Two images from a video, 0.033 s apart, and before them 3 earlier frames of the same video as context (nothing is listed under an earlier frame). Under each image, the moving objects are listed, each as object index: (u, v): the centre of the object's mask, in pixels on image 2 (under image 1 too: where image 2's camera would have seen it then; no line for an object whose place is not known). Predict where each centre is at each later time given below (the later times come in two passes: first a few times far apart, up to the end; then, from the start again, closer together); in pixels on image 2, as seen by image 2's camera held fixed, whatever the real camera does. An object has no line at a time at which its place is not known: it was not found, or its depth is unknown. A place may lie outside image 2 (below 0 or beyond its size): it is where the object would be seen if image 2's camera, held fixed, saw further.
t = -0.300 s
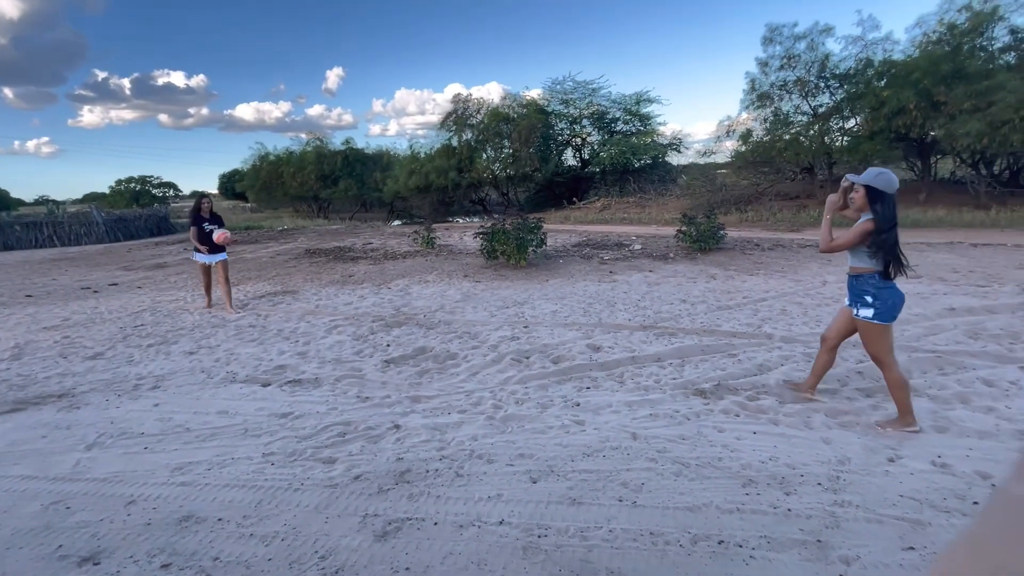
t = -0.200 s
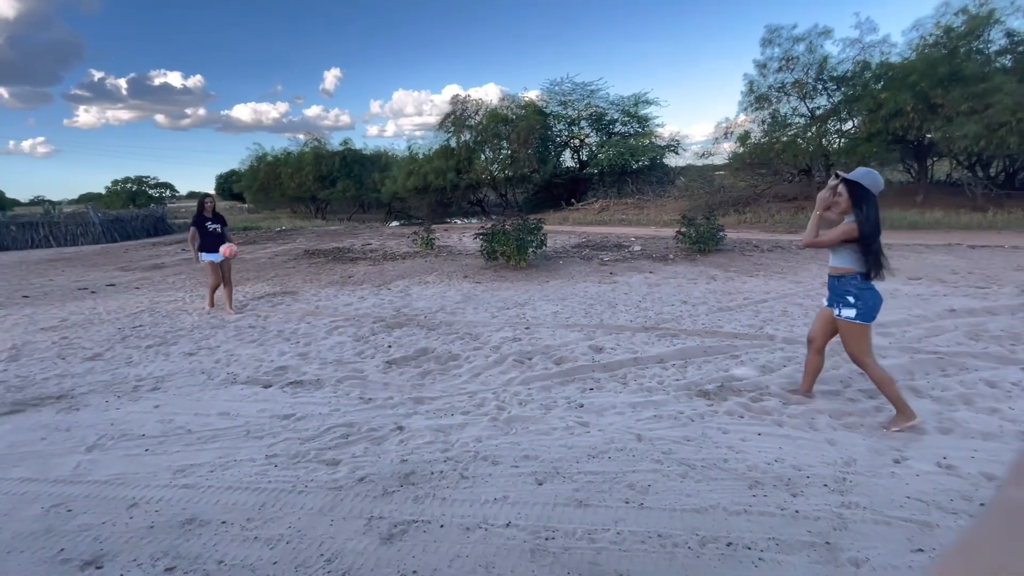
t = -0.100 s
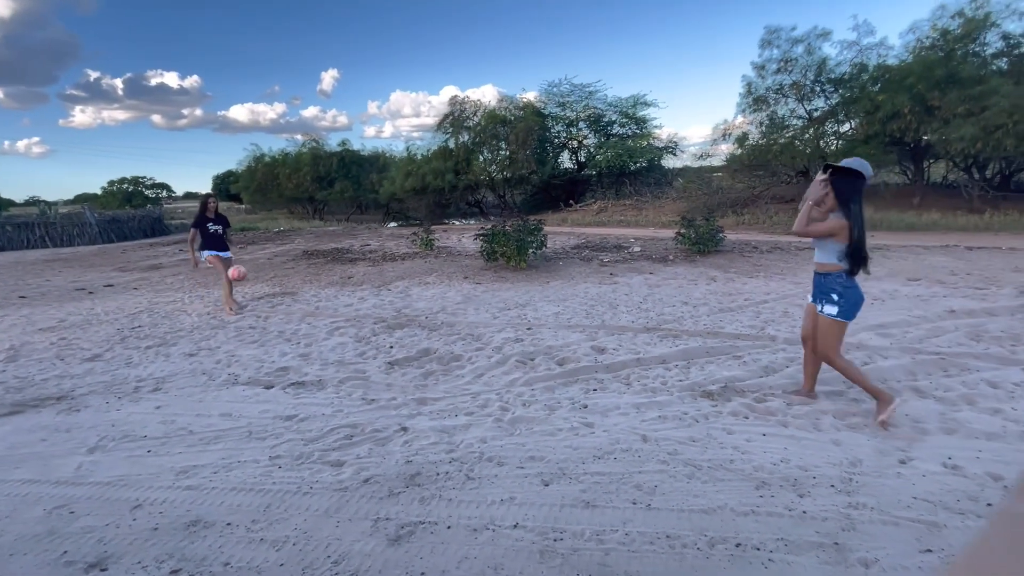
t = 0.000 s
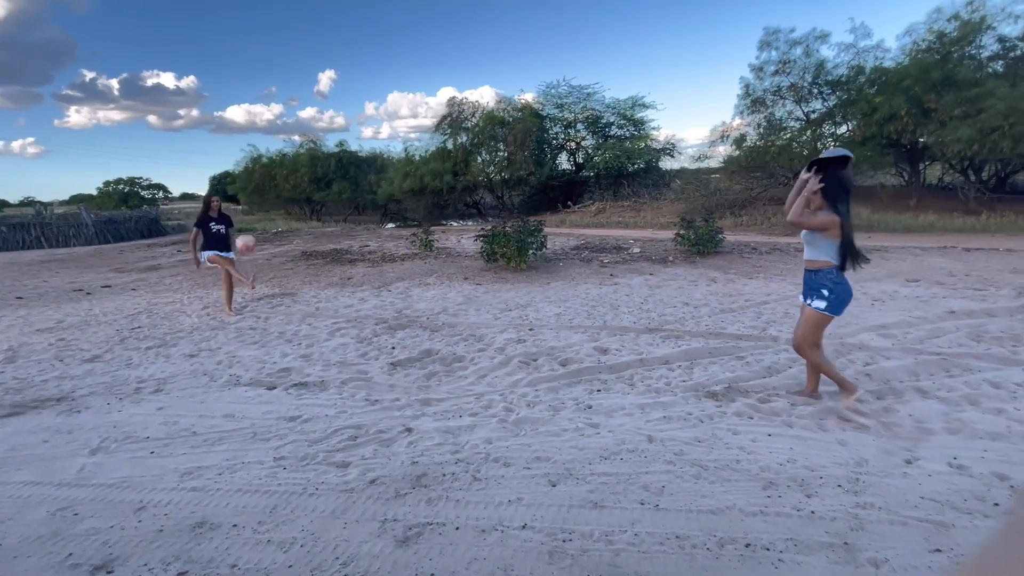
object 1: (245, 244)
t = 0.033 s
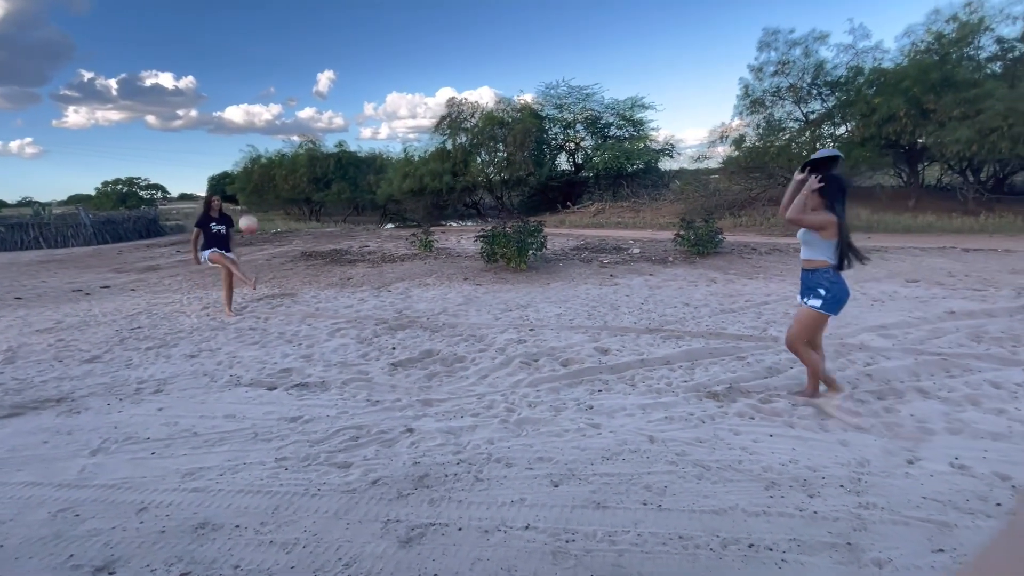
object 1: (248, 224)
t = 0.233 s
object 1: (277, 117)
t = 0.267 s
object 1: (281, 102)
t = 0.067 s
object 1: (252, 205)
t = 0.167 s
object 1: (267, 151)
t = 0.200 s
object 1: (272, 134)
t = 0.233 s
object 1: (277, 117)
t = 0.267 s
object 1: (281, 102)
